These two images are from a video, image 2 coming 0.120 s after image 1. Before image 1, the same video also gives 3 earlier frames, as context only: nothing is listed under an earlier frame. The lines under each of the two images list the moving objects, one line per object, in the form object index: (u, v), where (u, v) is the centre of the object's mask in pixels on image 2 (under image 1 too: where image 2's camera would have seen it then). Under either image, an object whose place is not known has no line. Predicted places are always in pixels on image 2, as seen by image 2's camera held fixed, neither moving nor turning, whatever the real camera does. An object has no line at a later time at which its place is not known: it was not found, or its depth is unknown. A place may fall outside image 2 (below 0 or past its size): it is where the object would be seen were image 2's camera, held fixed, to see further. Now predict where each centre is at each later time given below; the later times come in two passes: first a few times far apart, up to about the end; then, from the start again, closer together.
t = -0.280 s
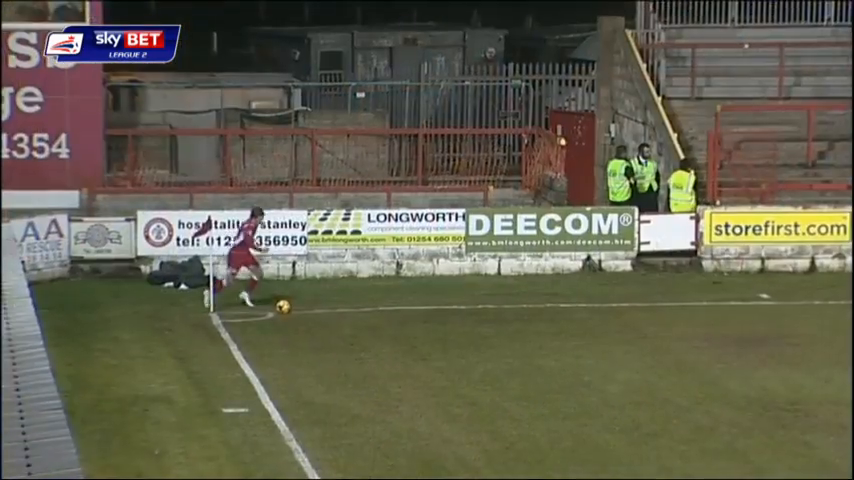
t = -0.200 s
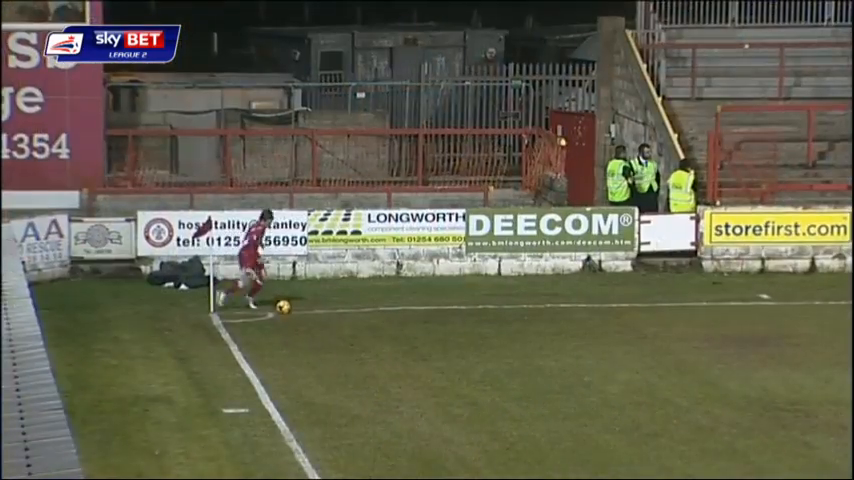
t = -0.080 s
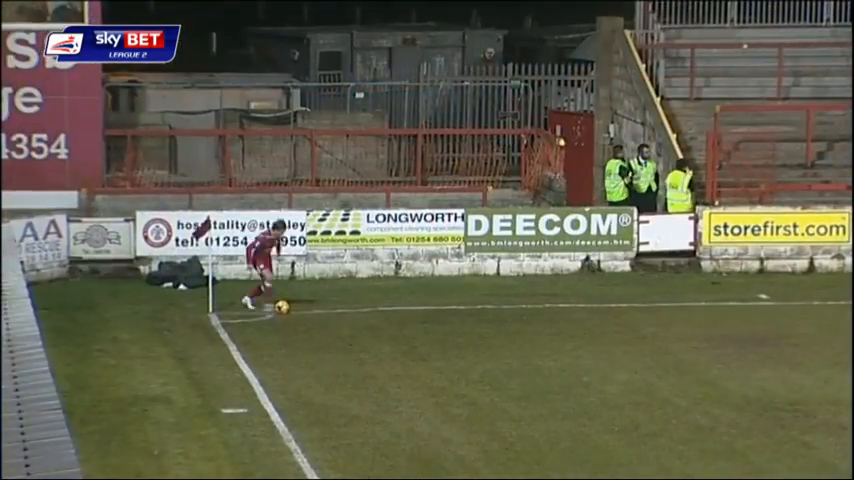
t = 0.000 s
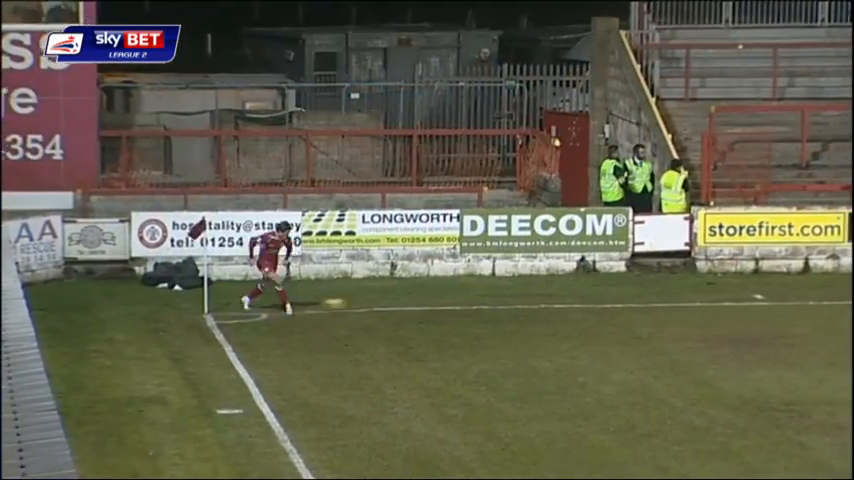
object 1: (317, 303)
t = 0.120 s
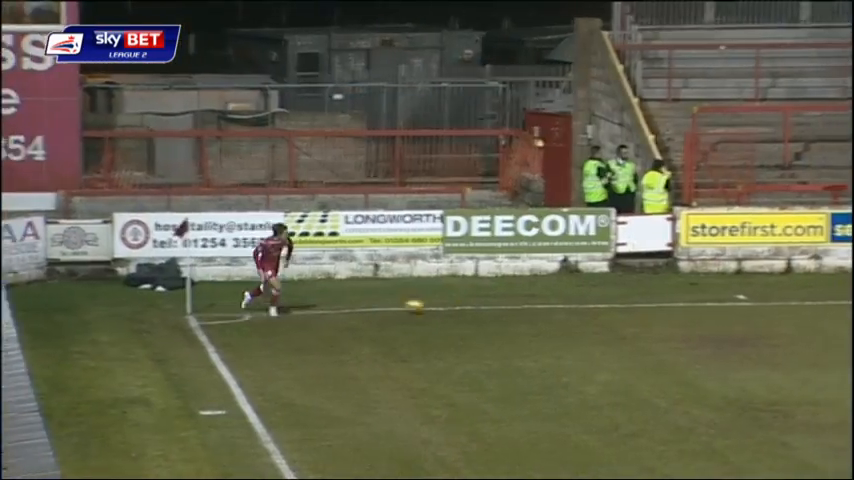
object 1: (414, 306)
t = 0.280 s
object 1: (534, 306)
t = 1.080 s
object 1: (1046, 321)
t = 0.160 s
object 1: (446, 307)
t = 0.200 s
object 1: (476, 307)
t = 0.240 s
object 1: (505, 306)
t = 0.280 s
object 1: (534, 306)
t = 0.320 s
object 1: (563, 307)
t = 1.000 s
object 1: (999, 317)
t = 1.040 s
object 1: (1022, 319)
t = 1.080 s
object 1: (1046, 321)
